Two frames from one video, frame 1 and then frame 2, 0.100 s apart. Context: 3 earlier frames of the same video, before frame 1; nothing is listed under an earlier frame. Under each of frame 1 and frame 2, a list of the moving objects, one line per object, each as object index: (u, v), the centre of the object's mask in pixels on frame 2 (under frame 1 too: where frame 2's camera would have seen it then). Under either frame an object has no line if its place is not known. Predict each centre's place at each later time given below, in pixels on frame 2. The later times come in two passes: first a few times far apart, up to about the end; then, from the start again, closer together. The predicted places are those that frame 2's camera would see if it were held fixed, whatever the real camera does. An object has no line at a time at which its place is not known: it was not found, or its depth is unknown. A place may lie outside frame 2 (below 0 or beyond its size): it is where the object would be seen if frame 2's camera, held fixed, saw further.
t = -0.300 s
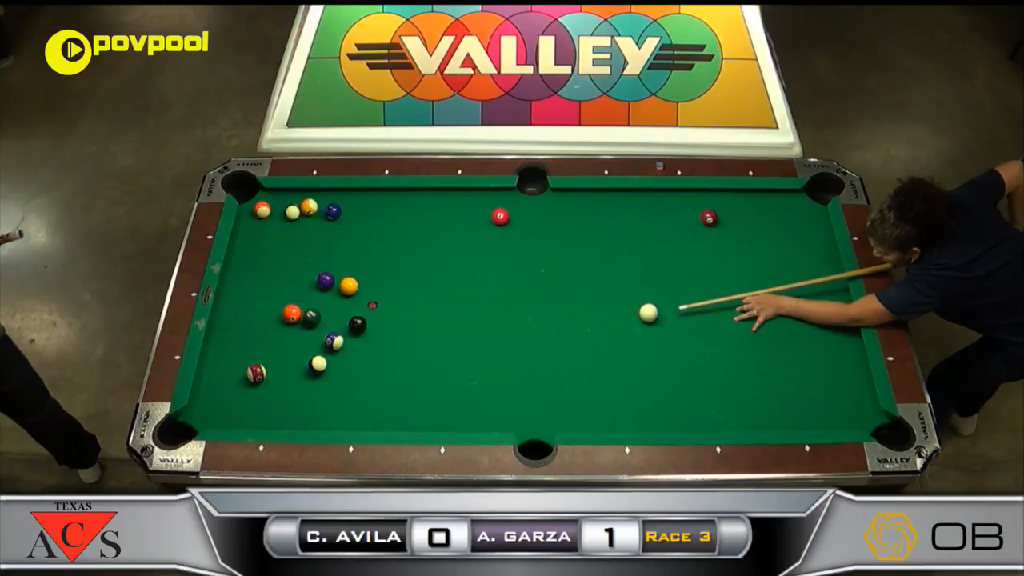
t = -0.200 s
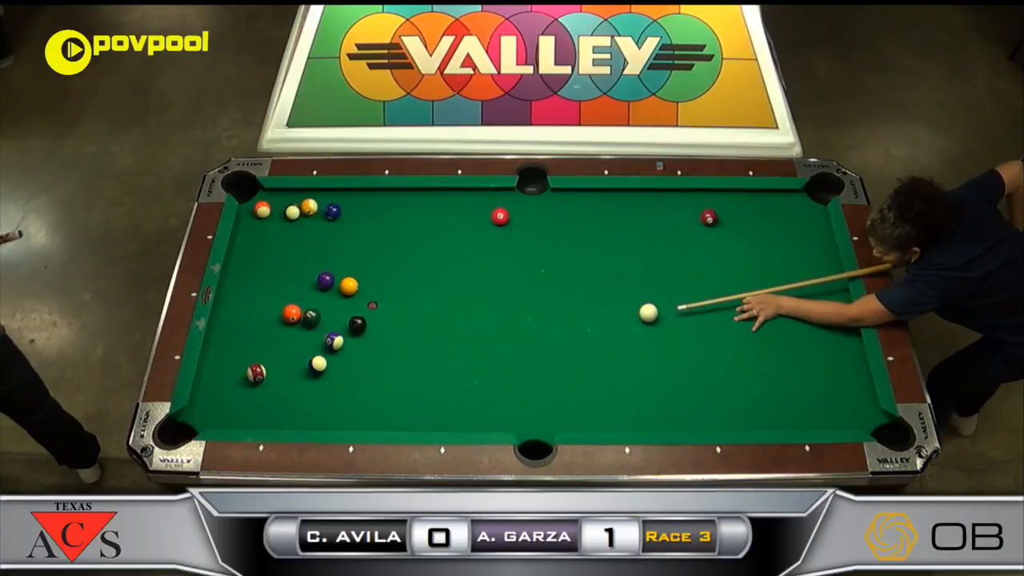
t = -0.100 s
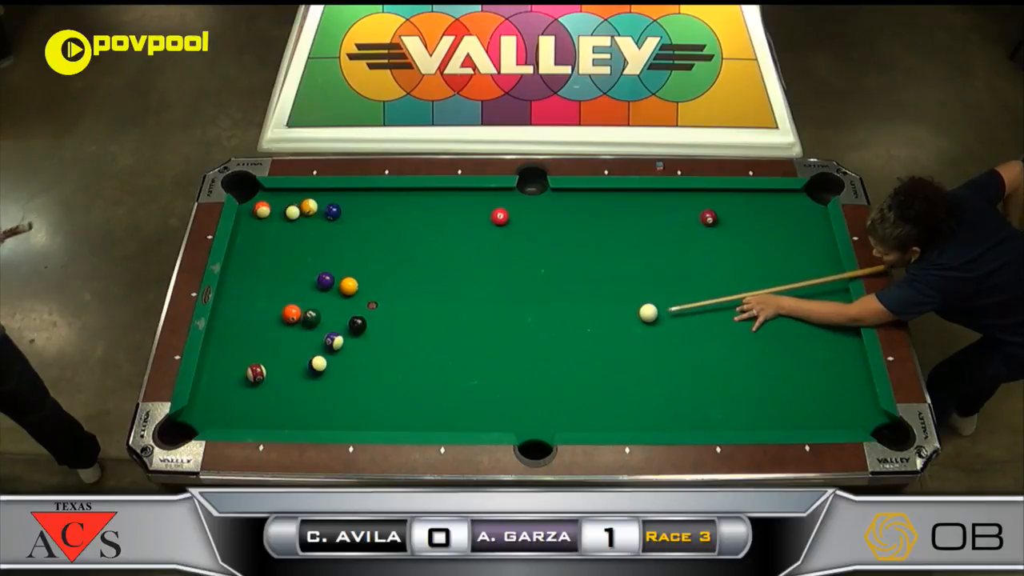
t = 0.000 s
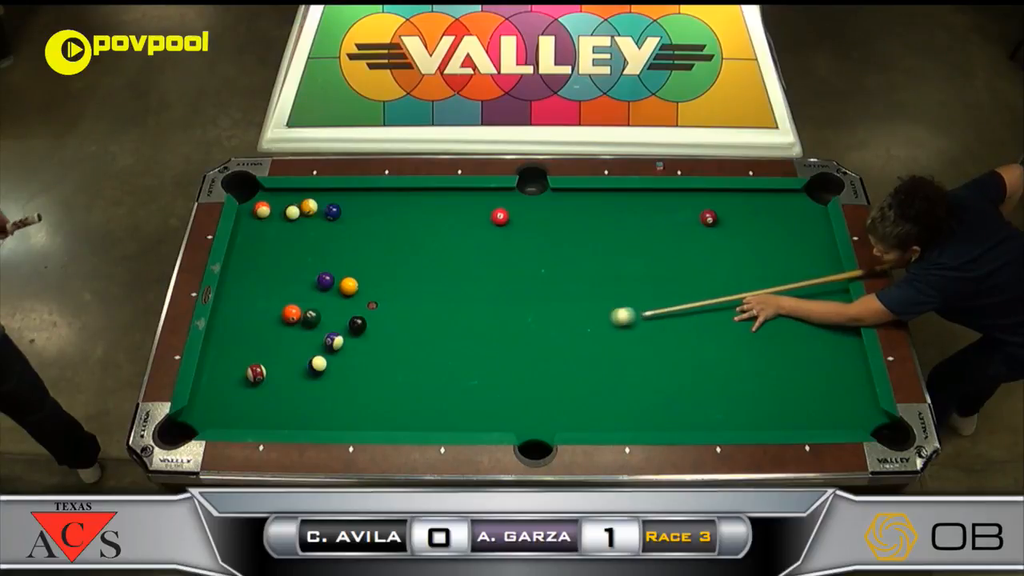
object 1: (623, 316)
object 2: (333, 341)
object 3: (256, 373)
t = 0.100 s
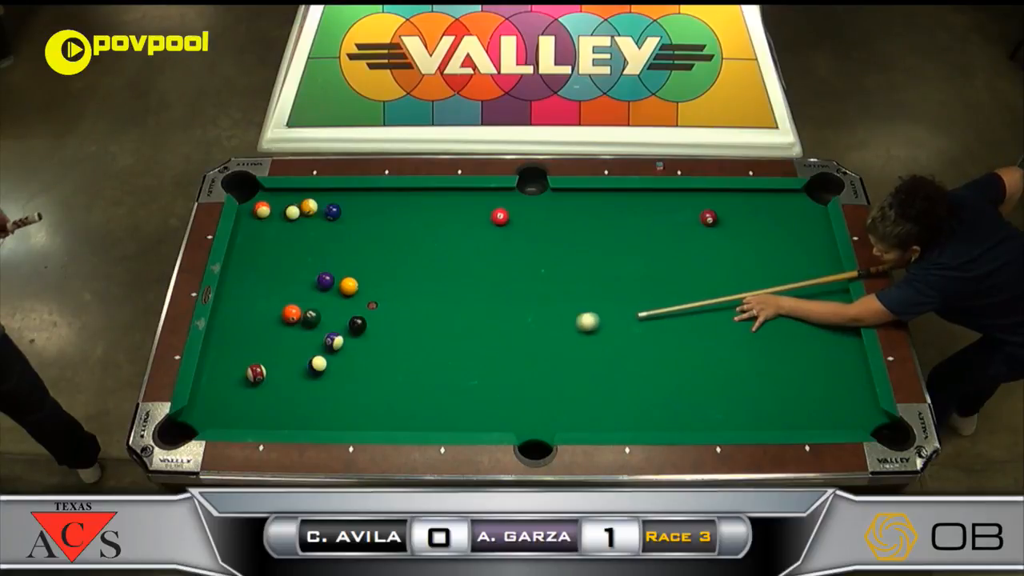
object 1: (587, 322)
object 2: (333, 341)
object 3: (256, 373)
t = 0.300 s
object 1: (528, 330)
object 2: (333, 341)
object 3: (256, 373)
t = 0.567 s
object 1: (450, 341)
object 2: (333, 341)
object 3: (256, 373)
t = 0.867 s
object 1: (365, 353)
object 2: (333, 341)
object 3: (256, 373)
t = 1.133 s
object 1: (324, 356)
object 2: (333, 336)
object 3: (256, 373)
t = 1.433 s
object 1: (301, 357)
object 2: (331, 328)
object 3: (252, 370)
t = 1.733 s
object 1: (282, 357)
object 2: (332, 322)
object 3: (246, 367)
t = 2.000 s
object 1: (268, 357)
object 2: (332, 318)
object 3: (243, 365)
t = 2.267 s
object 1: (258, 357)
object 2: (332, 315)
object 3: (240, 365)
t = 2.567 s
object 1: (255, 355)
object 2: (332, 313)
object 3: (235, 365)
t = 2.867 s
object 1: (254, 355)
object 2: (333, 312)
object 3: (232, 366)
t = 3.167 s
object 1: (254, 355)
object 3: (232, 366)
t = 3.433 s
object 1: (254, 355)
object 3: (232, 366)
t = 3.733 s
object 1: (254, 355)
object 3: (232, 366)
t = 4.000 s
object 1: (254, 355)
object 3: (232, 366)
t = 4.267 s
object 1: (254, 355)
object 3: (232, 366)
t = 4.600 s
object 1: (254, 355)
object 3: (232, 366)
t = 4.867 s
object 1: (254, 355)
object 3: (231, 366)
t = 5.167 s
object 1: (254, 355)
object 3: (231, 366)
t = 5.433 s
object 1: (254, 355)
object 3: (231, 366)
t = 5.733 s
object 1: (254, 355)
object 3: (231, 367)
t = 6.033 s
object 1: (254, 355)
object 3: (231, 366)
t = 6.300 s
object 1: (254, 355)
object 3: (231, 367)
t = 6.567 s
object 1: (254, 355)
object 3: (231, 367)
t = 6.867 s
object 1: (254, 355)
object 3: (231, 367)
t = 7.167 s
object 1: (254, 355)
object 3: (231, 367)
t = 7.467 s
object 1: (254, 355)
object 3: (231, 366)
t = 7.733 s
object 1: (254, 355)
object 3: (231, 367)
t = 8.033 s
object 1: (254, 355)
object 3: (231, 366)
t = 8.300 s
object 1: (254, 355)
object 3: (231, 366)
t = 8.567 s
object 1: (254, 355)
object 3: (231, 366)
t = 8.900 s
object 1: (254, 355)
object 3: (231, 366)
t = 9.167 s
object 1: (254, 355)
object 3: (231, 366)
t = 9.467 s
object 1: (254, 355)
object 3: (231, 367)
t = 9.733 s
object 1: (254, 355)
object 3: (231, 366)
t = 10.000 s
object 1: (254, 355)
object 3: (231, 367)
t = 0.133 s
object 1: (577, 323)
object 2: (333, 341)
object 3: (256, 373)
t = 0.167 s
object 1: (567, 324)
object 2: (333, 341)
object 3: (256, 373)
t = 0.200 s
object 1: (558, 326)
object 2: (333, 341)
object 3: (256, 373)
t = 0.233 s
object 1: (548, 327)
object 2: (333, 341)
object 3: (256, 373)
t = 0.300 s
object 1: (528, 330)
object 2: (333, 341)
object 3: (256, 373)
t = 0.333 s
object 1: (519, 332)
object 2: (333, 341)
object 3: (256, 373)
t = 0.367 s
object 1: (509, 333)
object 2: (333, 341)
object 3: (256, 373)
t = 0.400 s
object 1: (499, 334)
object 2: (333, 341)
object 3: (256, 373)
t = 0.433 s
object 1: (489, 336)
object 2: (333, 341)
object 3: (256, 373)
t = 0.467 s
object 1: (479, 337)
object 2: (333, 341)
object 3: (256, 373)
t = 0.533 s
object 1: (460, 340)
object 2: (333, 341)
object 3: (256, 373)
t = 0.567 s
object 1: (450, 341)
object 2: (333, 341)
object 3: (256, 373)
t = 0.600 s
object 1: (441, 343)
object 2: (333, 341)
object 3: (256, 373)
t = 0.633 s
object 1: (431, 344)
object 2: (333, 341)
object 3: (256, 373)
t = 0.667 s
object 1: (422, 345)
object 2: (333, 341)
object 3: (256, 373)
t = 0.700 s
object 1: (412, 347)
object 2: (333, 341)
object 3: (256, 373)
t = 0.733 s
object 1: (403, 348)
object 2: (333, 341)
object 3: (256, 373)
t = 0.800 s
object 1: (384, 351)
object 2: (333, 341)
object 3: (256, 373)
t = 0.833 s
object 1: (374, 352)
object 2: (333, 341)
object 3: (256, 373)
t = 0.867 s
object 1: (365, 353)
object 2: (333, 341)
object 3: (256, 373)
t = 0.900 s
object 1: (356, 355)
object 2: (333, 341)
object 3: (256, 373)
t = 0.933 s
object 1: (347, 356)
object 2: (333, 341)
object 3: (256, 373)
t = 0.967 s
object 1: (337, 357)
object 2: (333, 340)
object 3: (256, 373)
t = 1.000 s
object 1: (334, 356)
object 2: (333, 339)
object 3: (256, 373)
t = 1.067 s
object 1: (329, 356)
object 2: (333, 338)
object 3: (256, 373)
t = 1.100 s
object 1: (326, 356)
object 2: (333, 337)
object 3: (256, 373)
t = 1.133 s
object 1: (324, 356)
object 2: (333, 336)
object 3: (256, 373)
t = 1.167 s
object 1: (321, 356)
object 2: (333, 335)
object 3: (256, 373)
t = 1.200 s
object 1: (318, 356)
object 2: (333, 334)
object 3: (256, 373)
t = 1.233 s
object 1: (316, 356)
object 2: (333, 333)
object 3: (256, 373)
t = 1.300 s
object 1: (311, 356)
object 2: (332, 330)
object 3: (254, 372)
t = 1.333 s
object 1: (308, 356)
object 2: (332, 331)
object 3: (254, 371)
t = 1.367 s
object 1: (306, 356)
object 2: (332, 330)
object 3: (253, 371)
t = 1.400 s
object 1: (304, 357)
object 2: (331, 329)
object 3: (252, 371)
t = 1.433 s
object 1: (301, 357)
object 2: (331, 328)
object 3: (252, 370)
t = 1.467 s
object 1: (299, 357)
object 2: (331, 328)
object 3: (251, 370)
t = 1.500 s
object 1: (297, 356)
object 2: (331, 327)
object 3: (250, 369)
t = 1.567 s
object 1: (292, 357)
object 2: (331, 325)
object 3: (249, 369)
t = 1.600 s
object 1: (290, 357)
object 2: (331, 324)
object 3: (248, 368)
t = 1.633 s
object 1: (288, 357)
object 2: (331, 324)
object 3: (248, 368)
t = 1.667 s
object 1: (286, 357)
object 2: (332, 323)
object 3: (247, 367)
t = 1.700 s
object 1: (284, 357)
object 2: (332, 322)
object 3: (247, 367)
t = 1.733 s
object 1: (282, 357)
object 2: (332, 322)
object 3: (246, 367)
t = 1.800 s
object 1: (278, 357)
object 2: (332, 320)
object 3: (245, 367)
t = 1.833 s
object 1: (276, 357)
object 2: (332, 320)
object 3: (245, 366)
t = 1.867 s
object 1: (274, 357)
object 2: (332, 319)
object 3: (244, 366)
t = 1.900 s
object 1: (273, 357)
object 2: (332, 319)
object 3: (244, 365)
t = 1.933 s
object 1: (271, 357)
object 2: (332, 318)
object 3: (244, 365)
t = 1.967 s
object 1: (269, 357)
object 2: (332, 318)
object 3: (244, 365)
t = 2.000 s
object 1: (268, 357)
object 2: (332, 318)
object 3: (243, 365)
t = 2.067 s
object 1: (265, 357)
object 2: (332, 317)
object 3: (243, 365)
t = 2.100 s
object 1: (263, 357)
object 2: (332, 317)
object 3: (243, 365)
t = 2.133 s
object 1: (261, 357)
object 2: (332, 316)
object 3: (242, 365)
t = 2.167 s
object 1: (260, 357)
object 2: (332, 316)
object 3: (242, 365)
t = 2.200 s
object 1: (259, 357)
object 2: (332, 315)
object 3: (241, 365)
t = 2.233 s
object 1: (259, 357)
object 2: (332, 315)
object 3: (240, 365)
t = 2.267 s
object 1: (258, 357)
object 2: (332, 315)
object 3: (240, 365)
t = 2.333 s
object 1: (257, 356)
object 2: (331, 314)
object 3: (239, 365)
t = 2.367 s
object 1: (257, 356)
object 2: (332, 314)
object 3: (238, 365)
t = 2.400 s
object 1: (256, 356)
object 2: (332, 314)
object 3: (237, 365)
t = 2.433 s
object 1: (256, 356)
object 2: (332, 314)
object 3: (237, 365)
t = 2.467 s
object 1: (256, 356)
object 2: (332, 314)
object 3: (236, 365)
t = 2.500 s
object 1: (255, 355)
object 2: (332, 314)
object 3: (236, 365)
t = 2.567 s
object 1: (255, 355)
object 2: (332, 313)
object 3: (235, 365)
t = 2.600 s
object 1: (255, 355)
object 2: (332, 313)
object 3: (234, 365)
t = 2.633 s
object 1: (254, 355)
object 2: (332, 312)
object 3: (234, 365)
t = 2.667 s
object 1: (254, 355)
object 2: (332, 312)
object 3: (234, 365)
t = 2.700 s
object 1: (254, 355)
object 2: (332, 312)
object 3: (233, 365)
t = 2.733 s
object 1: (254, 355)
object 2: (332, 312)
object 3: (233, 365)
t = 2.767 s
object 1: (254, 355)
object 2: (333, 312)
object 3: (233, 366)
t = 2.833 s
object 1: (254, 355)
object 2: (333, 312)
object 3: (233, 366)
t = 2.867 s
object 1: (254, 355)
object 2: (333, 312)
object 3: (232, 366)
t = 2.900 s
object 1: (254, 355)
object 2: (333, 312)
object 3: (232, 366)
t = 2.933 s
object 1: (254, 355)
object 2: (333, 312)
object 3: (232, 366)
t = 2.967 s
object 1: (254, 355)
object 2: (333, 312)
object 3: (232, 366)
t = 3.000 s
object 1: (254, 355)
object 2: (333, 312)
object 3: (232, 366)
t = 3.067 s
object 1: (254, 355)
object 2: (333, 312)
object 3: (232, 366)
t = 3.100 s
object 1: (254, 355)
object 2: (333, 312)
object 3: (232, 366)
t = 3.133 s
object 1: (254, 355)
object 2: (333, 312)
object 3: (232, 366)
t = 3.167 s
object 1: (254, 355)
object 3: (232, 366)
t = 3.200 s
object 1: (254, 355)
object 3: (232, 366)
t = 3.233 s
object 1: (254, 355)
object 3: (232, 366)
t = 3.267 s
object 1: (254, 355)
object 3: (232, 366)
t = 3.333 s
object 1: (254, 355)
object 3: (232, 366)
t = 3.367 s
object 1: (254, 355)
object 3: (232, 366)
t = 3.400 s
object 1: (254, 355)
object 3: (232, 366)
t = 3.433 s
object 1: (254, 355)
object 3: (232, 366)
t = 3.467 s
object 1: (254, 355)
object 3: (232, 366)
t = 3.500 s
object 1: (254, 355)
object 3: (232, 366)
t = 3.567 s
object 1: (254, 355)
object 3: (232, 366)
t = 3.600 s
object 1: (254, 355)
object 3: (232, 366)
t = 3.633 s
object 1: (254, 355)
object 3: (232, 366)
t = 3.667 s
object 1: (254, 355)
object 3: (232, 366)
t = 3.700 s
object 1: (254, 355)
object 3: (232, 366)
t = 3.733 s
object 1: (254, 355)
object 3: (232, 366)
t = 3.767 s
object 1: (254, 355)
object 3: (232, 366)
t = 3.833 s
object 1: (254, 355)
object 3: (232, 366)
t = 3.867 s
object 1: (254, 355)
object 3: (232, 366)
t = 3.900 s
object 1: (254, 355)
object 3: (232, 366)
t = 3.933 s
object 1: (254, 355)
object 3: (232, 366)
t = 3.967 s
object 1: (254, 355)
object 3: (232, 366)
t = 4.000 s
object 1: (254, 355)
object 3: (232, 366)
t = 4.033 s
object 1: (254, 355)
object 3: (232, 366)
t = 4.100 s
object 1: (254, 355)
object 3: (232, 366)
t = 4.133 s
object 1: (254, 355)
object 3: (232, 366)
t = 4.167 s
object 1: (254, 355)
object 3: (232, 366)
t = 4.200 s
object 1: (254, 355)
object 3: (232, 366)
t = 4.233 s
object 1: (254, 355)
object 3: (232, 366)
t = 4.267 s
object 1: (254, 355)
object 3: (232, 366)
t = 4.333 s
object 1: (254, 355)
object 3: (232, 366)
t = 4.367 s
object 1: (254, 355)
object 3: (232, 366)
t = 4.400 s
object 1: (254, 355)
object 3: (232, 366)
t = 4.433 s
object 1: (254, 355)
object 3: (232, 366)
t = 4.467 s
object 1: (254, 355)
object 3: (232, 366)
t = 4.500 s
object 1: (254, 355)
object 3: (232, 366)
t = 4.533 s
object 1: (254, 355)
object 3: (231, 366)
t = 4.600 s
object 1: (254, 355)
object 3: (232, 366)
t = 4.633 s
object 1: (254, 355)
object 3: (231, 366)
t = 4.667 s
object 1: (254, 355)
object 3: (232, 366)
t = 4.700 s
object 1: (254, 355)
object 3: (231, 366)
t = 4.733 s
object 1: (254, 355)
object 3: (231, 366)
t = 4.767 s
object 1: (254, 355)
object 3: (231, 366)
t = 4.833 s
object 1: (254, 355)
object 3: (231, 366)
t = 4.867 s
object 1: (254, 355)
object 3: (231, 366)
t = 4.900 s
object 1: (254, 355)
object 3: (231, 366)
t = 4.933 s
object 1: (254, 355)
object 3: (231, 366)
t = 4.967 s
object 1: (254, 355)
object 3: (231, 367)
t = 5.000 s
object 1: (254, 355)
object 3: (231, 366)
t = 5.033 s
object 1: (254, 355)
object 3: (231, 366)
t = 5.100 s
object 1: (254, 355)
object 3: (231, 366)
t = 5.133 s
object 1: (254, 355)
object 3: (231, 367)
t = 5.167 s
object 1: (254, 355)
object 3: (231, 366)
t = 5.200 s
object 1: (254, 355)
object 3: (231, 366)
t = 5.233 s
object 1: (254, 355)
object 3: (231, 366)
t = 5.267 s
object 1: (254, 355)
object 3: (231, 366)
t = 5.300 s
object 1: (254, 355)
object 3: (231, 366)
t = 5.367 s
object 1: (254, 355)
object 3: (231, 366)
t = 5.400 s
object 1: (254, 355)
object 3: (231, 366)
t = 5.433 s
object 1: (254, 355)
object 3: (231, 366)
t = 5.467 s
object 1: (254, 355)
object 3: (231, 366)
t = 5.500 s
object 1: (254, 355)
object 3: (231, 367)
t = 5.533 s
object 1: (254, 355)
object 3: (231, 366)
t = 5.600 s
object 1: (254, 355)
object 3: (231, 366)
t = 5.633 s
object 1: (254, 355)
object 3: (231, 366)
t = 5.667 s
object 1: (254, 355)
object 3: (231, 366)
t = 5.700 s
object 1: (254, 355)
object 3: (232, 366)
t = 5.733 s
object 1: (254, 355)
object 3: (231, 367)
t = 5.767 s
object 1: (254, 355)
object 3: (231, 367)
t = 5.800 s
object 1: (254, 355)
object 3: (232, 366)
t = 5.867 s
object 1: (254, 355)
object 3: (231, 367)
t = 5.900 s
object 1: (254, 355)
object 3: (231, 367)
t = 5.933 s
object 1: (254, 355)
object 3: (231, 367)
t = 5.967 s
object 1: (254, 355)
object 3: (231, 367)
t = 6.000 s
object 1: (254, 355)
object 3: (231, 366)
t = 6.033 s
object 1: (254, 355)
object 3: (231, 366)
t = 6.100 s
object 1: (254, 355)
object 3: (231, 367)
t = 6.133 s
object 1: (254, 355)
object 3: (231, 367)
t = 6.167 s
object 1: (254, 355)
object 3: (231, 367)
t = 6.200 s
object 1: (254, 355)
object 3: (231, 367)
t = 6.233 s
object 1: (254, 355)
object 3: (231, 367)
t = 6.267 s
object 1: (254, 355)
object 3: (231, 367)
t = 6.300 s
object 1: (254, 355)
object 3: (231, 367)
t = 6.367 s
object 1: (254, 355)
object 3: (231, 367)
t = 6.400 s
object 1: (254, 355)
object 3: (231, 367)
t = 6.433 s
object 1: (254, 355)
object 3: (231, 367)
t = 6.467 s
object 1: (254, 355)
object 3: (231, 367)
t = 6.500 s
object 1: (254, 355)
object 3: (232, 367)
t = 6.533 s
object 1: (254, 355)
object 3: (231, 367)
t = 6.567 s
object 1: (254, 355)
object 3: (231, 367)
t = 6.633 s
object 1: (254, 355)
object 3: (231, 367)
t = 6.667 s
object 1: (254, 355)
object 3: (231, 367)
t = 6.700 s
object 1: (254, 355)
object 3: (231, 367)
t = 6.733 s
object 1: (254, 355)
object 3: (231, 367)
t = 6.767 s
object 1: (254, 355)
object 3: (231, 367)
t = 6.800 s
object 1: (254, 355)
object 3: (231, 367)
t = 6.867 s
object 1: (254, 355)
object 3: (231, 367)
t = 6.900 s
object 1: (254, 355)
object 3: (231, 367)
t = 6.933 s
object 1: (254, 355)
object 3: (231, 367)
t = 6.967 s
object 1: (254, 355)
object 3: (231, 367)
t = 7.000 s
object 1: (254, 355)
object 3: (231, 367)
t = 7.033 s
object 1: (254, 355)
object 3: (231, 367)
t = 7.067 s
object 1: (254, 355)
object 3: (231, 367)
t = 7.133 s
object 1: (254, 355)
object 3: (231, 367)
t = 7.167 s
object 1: (254, 355)
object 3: (231, 367)
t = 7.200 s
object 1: (254, 355)
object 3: (231, 367)
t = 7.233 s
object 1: (254, 355)
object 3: (231, 367)
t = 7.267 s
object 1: (254, 355)
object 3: (231, 367)
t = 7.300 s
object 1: (254, 355)
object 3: (231, 367)
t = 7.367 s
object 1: (254, 355)
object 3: (231, 367)
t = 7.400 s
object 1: (254, 355)
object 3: (231, 367)
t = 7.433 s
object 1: (254, 355)
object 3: (231, 367)
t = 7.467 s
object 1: (254, 355)
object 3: (231, 366)
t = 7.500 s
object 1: (254, 355)
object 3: (231, 367)
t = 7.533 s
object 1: (254, 355)
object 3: (231, 366)
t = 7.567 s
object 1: (254, 355)
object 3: (231, 367)
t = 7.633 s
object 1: (254, 355)
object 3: (231, 366)
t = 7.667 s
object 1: (254, 355)
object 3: (231, 367)
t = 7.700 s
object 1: (254, 355)
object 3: (231, 366)
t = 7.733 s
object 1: (254, 355)
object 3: (231, 367)
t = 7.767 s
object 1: (254, 355)
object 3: (231, 366)
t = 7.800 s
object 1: (254, 355)
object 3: (231, 366)
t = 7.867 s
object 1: (254, 355)
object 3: (231, 367)
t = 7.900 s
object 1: (254, 355)
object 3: (231, 366)
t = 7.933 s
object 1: (254, 355)
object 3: (231, 366)
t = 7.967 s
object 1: (254, 355)
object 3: (231, 366)
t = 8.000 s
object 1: (254, 355)
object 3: (231, 366)
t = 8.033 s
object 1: (254, 355)
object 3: (231, 366)
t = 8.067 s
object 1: (254, 355)
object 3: (231, 366)
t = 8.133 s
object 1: (254, 355)
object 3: (231, 367)
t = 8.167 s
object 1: (254, 355)
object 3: (231, 366)
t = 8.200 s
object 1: (254, 355)
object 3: (231, 366)
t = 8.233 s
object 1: (254, 355)
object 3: (231, 366)
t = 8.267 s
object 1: (254, 355)
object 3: (231, 366)
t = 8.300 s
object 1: (254, 355)
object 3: (231, 366)
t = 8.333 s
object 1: (254, 355)
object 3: (231, 366)
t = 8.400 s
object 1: (254, 355)
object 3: (231, 366)
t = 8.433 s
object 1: (254, 355)
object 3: (231, 366)
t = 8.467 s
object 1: (254, 355)
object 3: (231, 366)
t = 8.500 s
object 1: (254, 355)
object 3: (231, 366)
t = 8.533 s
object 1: (254, 355)
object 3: (231, 366)
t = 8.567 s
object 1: (254, 355)
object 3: (231, 366)
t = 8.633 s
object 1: (254, 355)
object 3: (231, 366)
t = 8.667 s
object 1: (254, 355)
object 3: (231, 367)
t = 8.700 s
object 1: (254, 355)
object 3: (231, 367)
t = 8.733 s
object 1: (254, 355)
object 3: (231, 367)
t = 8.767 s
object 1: (254, 355)
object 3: (231, 367)
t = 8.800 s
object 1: (254, 355)
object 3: (231, 367)
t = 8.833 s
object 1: (254, 355)
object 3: (231, 367)
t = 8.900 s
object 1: (254, 355)
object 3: (231, 366)
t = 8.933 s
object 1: (254, 355)
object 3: (231, 366)
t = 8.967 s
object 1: (254, 355)
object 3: (231, 366)
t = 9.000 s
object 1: (254, 355)
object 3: (231, 366)
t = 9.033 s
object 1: (254, 355)
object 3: (231, 367)
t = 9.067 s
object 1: (254, 355)
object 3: (231, 367)
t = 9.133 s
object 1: (254, 355)
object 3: (231, 366)
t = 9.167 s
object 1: (254, 355)
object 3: (231, 366)
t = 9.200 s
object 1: (254, 355)
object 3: (231, 367)
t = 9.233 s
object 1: (254, 355)
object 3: (231, 366)
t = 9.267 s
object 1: (254, 355)
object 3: (231, 366)
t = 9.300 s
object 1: (254, 355)
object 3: (231, 366)
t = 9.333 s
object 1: (254, 355)
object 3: (231, 367)
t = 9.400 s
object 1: (254, 355)
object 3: (231, 367)
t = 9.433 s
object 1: (254, 355)
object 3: (231, 366)
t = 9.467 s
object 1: (254, 355)
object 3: (231, 367)
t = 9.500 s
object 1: (254, 355)
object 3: (231, 366)
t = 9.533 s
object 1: (254, 355)
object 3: (231, 366)
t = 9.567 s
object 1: (254, 355)
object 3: (231, 366)
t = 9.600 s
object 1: (254, 355)
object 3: (231, 366)
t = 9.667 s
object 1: (254, 355)
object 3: (231, 366)
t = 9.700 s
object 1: (254, 355)
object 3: (231, 366)
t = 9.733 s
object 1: (254, 355)
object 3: (231, 366)
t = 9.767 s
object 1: (254, 355)
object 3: (231, 366)
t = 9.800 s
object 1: (254, 355)
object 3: (231, 366)
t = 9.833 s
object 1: (254, 355)
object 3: (231, 366)
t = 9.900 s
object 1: (254, 355)
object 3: (231, 367)
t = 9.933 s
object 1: (254, 355)
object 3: (231, 367)
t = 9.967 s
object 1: (254, 355)
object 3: (231, 367)
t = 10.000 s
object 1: (254, 355)
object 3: (231, 367)
